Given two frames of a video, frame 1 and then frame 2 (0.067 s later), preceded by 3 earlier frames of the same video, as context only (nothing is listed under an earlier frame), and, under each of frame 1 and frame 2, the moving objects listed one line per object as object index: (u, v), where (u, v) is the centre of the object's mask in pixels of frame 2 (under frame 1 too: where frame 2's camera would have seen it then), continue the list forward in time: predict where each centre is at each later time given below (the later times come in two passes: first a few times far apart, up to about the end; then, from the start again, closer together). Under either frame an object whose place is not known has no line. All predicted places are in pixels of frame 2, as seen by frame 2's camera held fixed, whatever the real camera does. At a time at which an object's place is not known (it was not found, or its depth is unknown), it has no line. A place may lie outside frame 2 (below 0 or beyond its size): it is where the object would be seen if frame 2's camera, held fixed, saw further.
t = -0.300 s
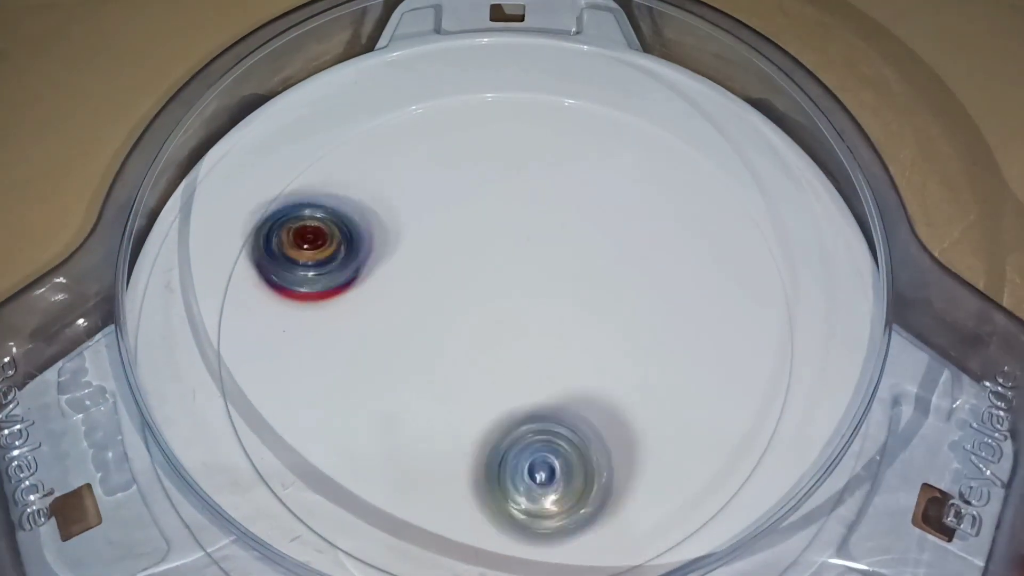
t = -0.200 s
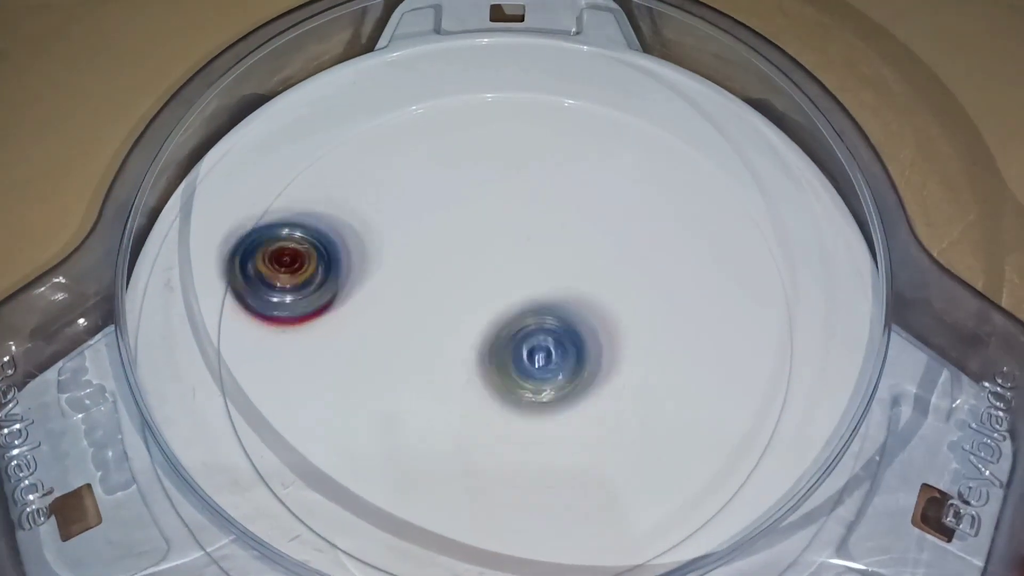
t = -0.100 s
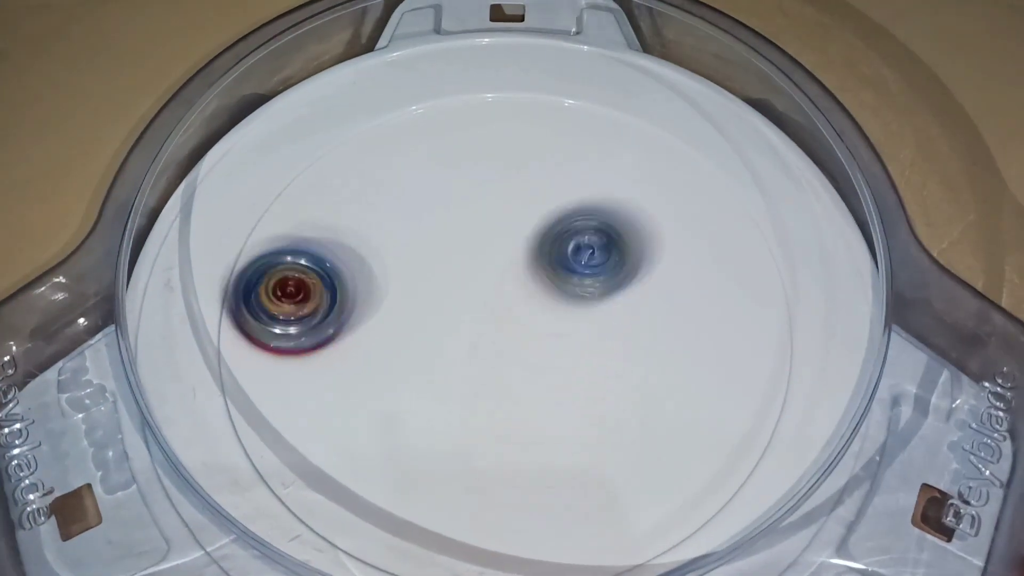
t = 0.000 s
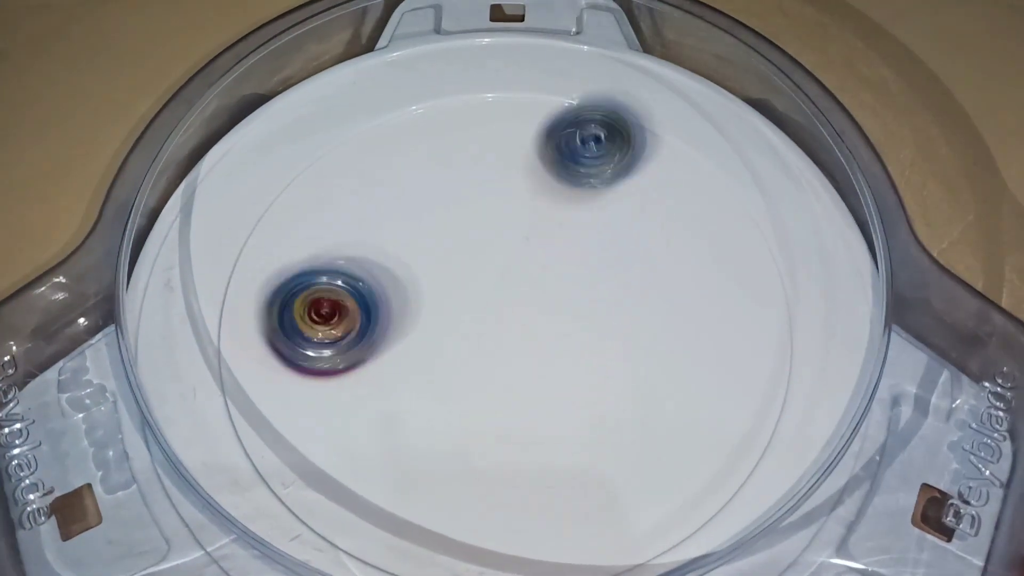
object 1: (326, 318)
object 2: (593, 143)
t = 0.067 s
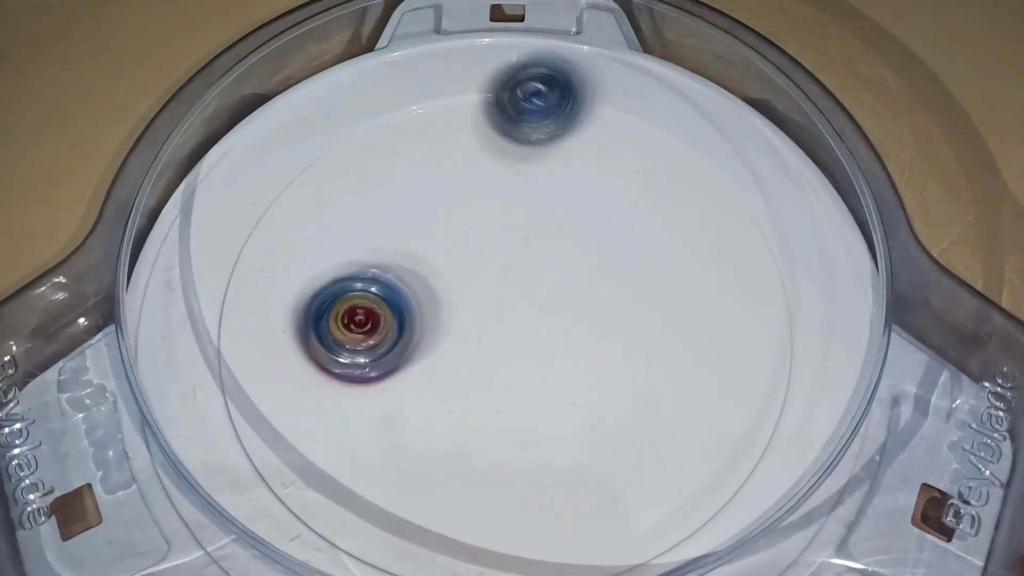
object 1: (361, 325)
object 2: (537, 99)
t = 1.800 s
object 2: (423, 230)
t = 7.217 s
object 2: (414, 229)
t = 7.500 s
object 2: (533, 206)
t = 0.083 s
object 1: (370, 326)
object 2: (516, 96)
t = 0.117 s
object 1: (387, 326)
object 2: (474, 93)
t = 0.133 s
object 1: (398, 326)
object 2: (448, 99)
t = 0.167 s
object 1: (416, 323)
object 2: (399, 117)
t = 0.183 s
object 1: (425, 321)
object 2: (376, 132)
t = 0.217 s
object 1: (442, 317)
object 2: (332, 173)
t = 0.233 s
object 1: (451, 314)
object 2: (310, 197)
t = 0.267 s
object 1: (468, 308)
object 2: (280, 256)
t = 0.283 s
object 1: (476, 304)
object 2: (271, 288)
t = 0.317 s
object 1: (496, 296)
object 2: (265, 357)
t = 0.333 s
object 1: (505, 290)
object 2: (270, 393)
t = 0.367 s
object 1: (524, 279)
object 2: (300, 465)
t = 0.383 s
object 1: (531, 273)
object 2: (324, 498)
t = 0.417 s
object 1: (550, 257)
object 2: (394, 531)
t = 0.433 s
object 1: (554, 253)
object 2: (443, 538)
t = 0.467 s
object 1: (569, 238)
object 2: (544, 550)
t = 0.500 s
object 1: (577, 226)
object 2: (656, 551)
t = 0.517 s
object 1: (581, 219)
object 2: (701, 535)
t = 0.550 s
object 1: (584, 208)
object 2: (772, 482)
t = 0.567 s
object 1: (585, 203)
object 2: (787, 440)
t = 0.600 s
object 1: (585, 195)
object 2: (821, 363)
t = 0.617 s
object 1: (585, 190)
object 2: (830, 328)
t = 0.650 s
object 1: (581, 184)
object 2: (823, 256)
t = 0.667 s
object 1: (581, 180)
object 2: (805, 222)
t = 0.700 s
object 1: (577, 175)
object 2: (756, 164)
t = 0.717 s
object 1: (574, 174)
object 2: (734, 137)
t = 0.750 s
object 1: (571, 171)
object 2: (678, 93)
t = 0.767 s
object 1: (568, 171)
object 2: (649, 75)
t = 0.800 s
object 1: (561, 174)
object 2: (586, 43)
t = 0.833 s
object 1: (553, 176)
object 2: (520, 27)
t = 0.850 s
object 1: (551, 178)
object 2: (485, 23)
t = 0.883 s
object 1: (545, 184)
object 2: (418, 25)
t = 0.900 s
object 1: (541, 186)
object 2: (402, 37)
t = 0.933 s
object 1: (537, 196)
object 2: (402, 93)
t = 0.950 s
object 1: (536, 200)
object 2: (400, 122)
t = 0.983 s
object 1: (533, 211)
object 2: (393, 186)
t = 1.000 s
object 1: (532, 217)
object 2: (393, 217)
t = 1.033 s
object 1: (529, 227)
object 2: (404, 279)
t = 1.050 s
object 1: (528, 234)
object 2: (416, 307)
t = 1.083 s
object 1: (527, 245)
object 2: (450, 361)
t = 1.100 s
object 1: (527, 250)
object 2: (473, 386)
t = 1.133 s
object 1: (526, 262)
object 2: (529, 430)
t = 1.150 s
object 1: (526, 268)
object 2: (559, 447)
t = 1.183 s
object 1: (527, 278)
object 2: (622, 474)
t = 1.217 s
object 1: (527, 290)
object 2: (694, 481)
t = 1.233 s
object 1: (528, 294)
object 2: (726, 474)
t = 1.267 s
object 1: (527, 308)
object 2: (760, 437)
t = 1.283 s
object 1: (529, 311)
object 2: (774, 418)
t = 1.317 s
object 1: (530, 322)
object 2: (794, 383)
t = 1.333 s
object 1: (531, 328)
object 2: (808, 366)
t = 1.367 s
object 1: (535, 339)
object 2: (828, 333)
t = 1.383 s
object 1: (536, 347)
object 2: (851, 319)
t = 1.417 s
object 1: (540, 363)
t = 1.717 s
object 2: (525, 204)
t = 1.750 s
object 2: (483, 208)
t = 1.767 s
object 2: (461, 213)
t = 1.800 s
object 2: (423, 230)
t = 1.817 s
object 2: (407, 242)
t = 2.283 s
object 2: (475, 225)
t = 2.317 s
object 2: (470, 209)
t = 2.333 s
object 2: (465, 204)
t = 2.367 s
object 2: (454, 199)
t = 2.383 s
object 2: (450, 197)
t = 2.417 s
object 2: (439, 196)
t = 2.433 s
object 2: (435, 198)
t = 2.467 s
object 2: (427, 205)
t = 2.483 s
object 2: (424, 211)
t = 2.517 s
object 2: (423, 220)
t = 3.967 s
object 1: (604, 226)
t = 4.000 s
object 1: (617, 240)
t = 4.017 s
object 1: (622, 247)
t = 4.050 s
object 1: (636, 261)
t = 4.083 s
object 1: (649, 276)
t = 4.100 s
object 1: (658, 282)
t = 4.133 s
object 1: (670, 297)
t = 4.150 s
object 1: (674, 305)
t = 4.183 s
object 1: (686, 317)
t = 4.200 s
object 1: (693, 322)
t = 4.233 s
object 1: (703, 333)
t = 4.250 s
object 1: (706, 338)
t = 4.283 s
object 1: (712, 343)
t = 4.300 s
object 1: (715, 344)
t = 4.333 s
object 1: (712, 346)
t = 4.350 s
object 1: (708, 347)
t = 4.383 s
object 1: (697, 349)
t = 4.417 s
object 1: (683, 352)
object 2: (436, 350)
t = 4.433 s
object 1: (675, 352)
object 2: (439, 350)
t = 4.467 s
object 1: (652, 357)
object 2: (445, 346)
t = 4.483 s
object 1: (642, 359)
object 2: (450, 345)
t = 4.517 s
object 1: (619, 366)
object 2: (457, 342)
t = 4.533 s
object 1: (604, 372)
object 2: (461, 338)
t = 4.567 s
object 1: (583, 381)
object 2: (467, 333)
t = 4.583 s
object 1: (578, 390)
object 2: (467, 326)
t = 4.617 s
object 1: (574, 410)
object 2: (462, 307)
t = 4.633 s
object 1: (573, 419)
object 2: (459, 301)
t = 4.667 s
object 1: (576, 436)
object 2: (451, 281)
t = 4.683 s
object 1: (579, 443)
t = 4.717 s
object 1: (583, 460)
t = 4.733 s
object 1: (585, 467)
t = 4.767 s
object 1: (592, 479)
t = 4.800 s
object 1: (596, 482)
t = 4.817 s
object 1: (594, 484)
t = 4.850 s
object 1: (594, 478)
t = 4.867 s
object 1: (595, 474)
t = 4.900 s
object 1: (590, 465)
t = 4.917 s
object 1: (586, 458)
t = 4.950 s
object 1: (574, 446)
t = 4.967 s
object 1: (569, 437)
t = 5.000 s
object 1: (550, 424)
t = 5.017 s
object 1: (544, 417)
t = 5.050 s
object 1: (523, 404)
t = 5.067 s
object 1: (512, 399)
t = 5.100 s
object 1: (492, 387)
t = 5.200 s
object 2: (459, 230)
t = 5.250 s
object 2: (468, 200)
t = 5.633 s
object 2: (452, 205)
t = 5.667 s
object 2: (467, 222)
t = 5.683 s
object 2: (472, 234)
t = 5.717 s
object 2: (507, 227)
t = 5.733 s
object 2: (527, 225)
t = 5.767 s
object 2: (558, 224)
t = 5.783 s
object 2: (571, 227)
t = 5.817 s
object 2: (593, 229)
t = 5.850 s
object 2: (613, 231)
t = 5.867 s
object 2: (624, 231)
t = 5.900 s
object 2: (644, 234)
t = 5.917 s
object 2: (653, 235)
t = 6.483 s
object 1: (468, 265)
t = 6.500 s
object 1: (466, 255)
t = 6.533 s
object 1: (468, 235)
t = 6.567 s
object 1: (472, 219)
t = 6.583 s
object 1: (473, 211)
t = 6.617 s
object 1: (477, 196)
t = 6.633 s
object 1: (479, 190)
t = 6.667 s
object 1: (484, 177)
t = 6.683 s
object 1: (487, 171)
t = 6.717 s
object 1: (492, 160)
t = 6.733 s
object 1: (495, 155)
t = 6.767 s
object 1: (501, 147)
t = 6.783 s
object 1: (506, 143)
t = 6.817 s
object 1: (512, 138)
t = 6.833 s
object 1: (515, 136)
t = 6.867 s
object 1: (524, 133)
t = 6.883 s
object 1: (529, 132)
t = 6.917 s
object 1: (540, 132)
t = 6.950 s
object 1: (546, 136)
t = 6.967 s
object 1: (548, 139)
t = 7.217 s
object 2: (414, 229)
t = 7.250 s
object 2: (425, 224)
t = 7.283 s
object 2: (437, 214)
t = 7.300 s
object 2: (444, 212)
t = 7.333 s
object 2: (459, 206)
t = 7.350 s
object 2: (466, 205)
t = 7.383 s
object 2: (481, 203)
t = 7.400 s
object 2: (488, 203)
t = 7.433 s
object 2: (503, 200)
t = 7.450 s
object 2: (512, 202)
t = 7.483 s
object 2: (524, 206)
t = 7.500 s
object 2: (533, 206)
